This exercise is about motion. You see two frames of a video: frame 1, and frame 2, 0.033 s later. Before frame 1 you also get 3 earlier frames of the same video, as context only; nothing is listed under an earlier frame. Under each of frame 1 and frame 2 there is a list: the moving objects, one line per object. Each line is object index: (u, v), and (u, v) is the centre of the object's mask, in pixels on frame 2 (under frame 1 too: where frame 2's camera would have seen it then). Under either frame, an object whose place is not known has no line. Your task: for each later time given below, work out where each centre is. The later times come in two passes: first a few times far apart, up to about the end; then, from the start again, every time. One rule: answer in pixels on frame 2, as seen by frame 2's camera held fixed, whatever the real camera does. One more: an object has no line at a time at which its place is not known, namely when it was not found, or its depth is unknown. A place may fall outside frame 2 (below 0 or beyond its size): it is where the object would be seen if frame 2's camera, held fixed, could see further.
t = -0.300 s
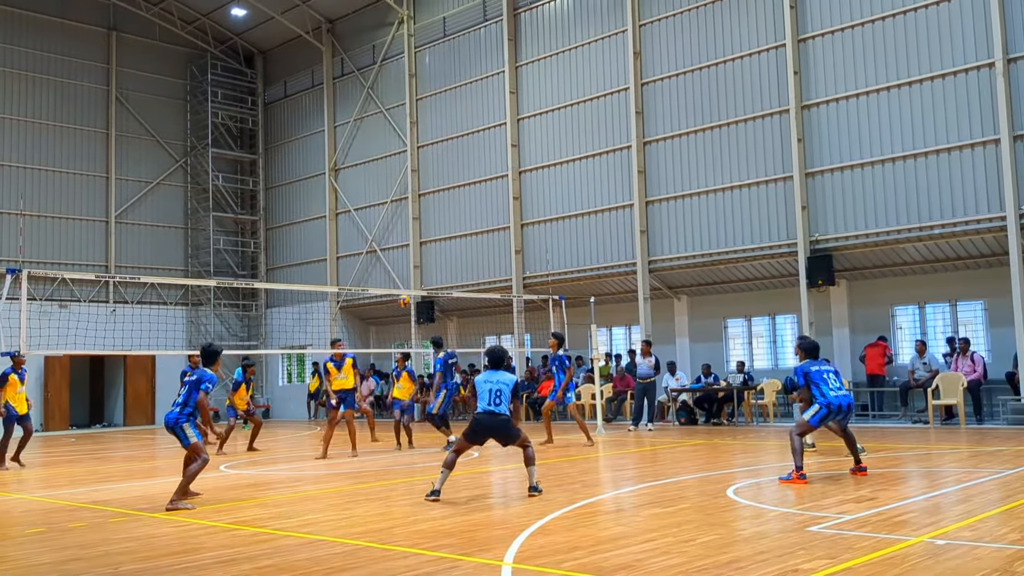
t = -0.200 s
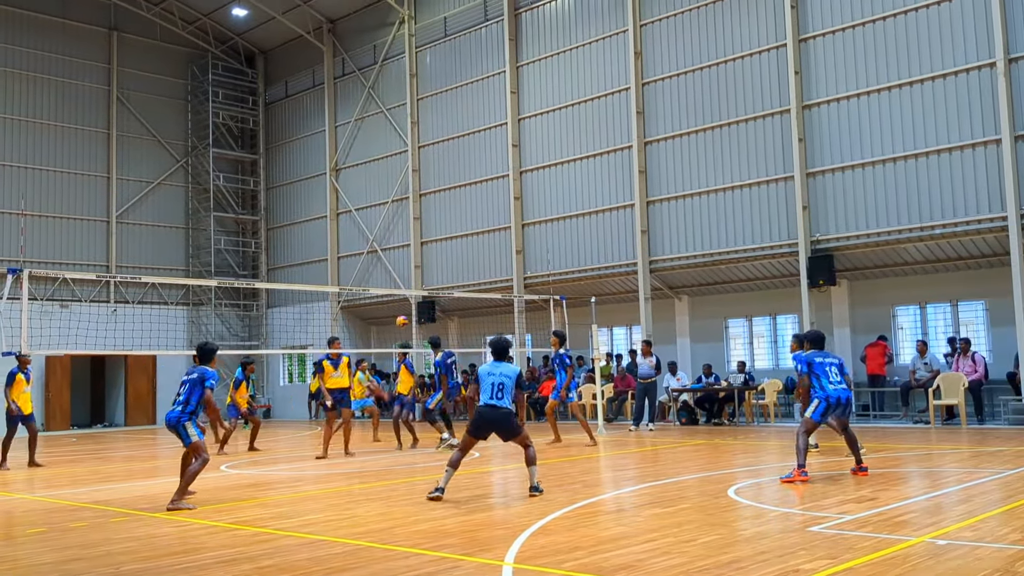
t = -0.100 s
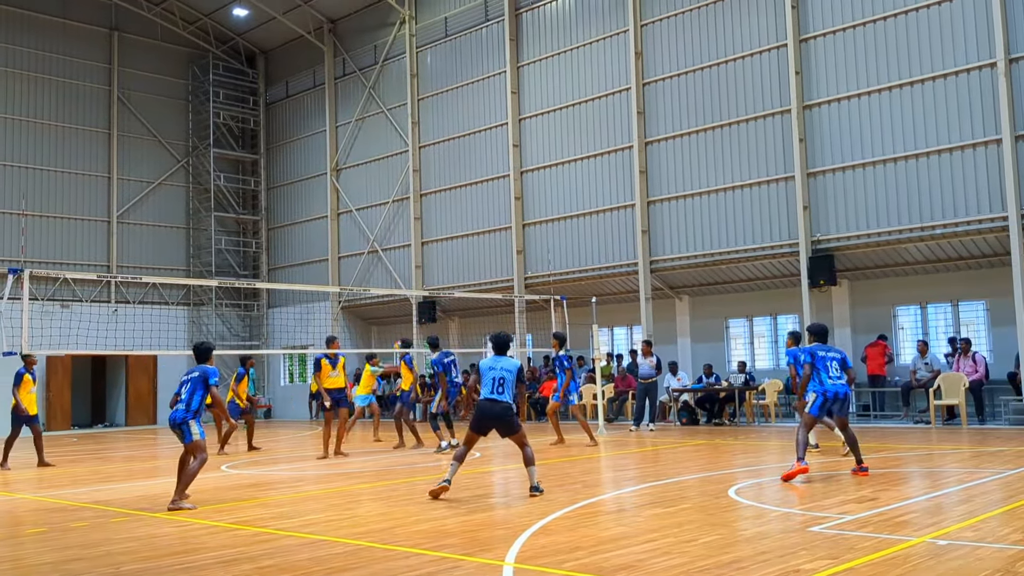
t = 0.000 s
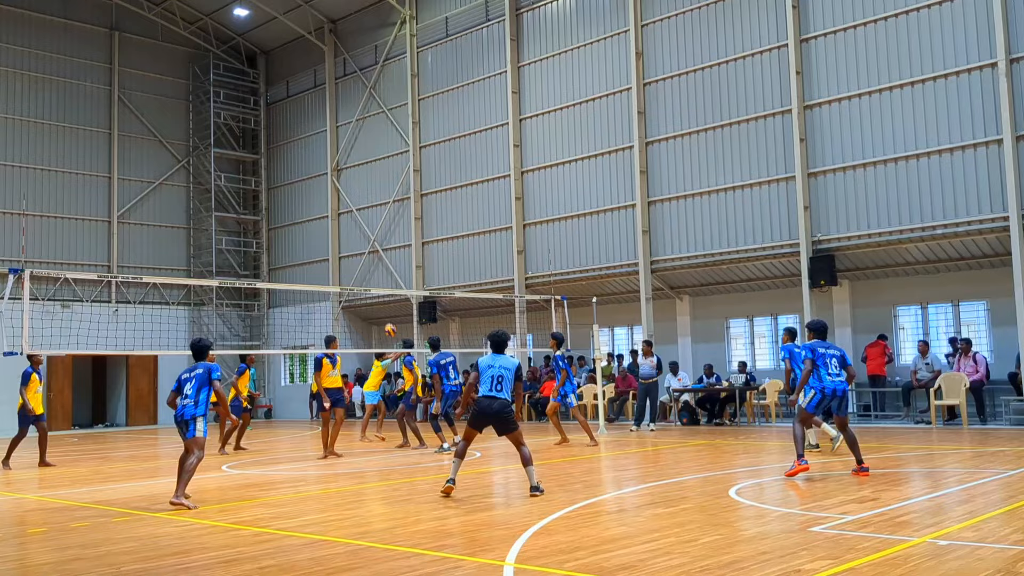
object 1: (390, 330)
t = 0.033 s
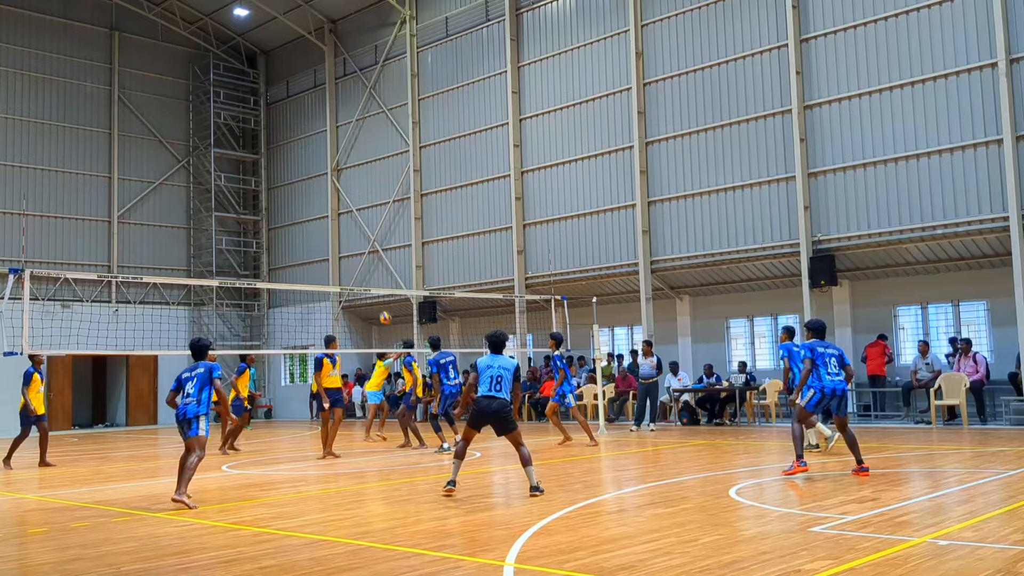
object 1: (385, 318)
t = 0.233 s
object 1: (357, 257)
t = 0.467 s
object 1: (322, 213)
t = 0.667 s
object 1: (291, 198)
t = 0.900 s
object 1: (254, 210)
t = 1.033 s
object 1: (232, 232)
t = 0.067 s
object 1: (381, 305)
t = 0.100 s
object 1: (376, 296)
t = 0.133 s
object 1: (371, 283)
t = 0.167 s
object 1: (366, 275)
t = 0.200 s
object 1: (361, 266)
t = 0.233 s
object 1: (357, 257)
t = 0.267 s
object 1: (352, 249)
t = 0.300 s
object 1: (347, 242)
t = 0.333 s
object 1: (342, 235)
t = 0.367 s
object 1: (337, 229)
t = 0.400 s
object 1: (332, 223)
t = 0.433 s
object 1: (326, 217)
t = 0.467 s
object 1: (322, 213)
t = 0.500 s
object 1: (317, 209)
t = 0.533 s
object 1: (312, 206)
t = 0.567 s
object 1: (307, 203)
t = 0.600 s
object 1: (301, 201)
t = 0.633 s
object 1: (296, 199)
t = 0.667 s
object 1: (291, 198)
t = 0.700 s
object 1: (286, 198)
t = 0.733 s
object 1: (281, 198)
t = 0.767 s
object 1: (275, 200)
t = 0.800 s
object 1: (270, 201)
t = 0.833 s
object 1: (265, 204)
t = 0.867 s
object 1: (259, 207)
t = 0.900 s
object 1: (254, 210)
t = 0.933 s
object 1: (248, 215)
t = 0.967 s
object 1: (243, 221)
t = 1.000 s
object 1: (237, 226)
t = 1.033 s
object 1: (232, 232)
